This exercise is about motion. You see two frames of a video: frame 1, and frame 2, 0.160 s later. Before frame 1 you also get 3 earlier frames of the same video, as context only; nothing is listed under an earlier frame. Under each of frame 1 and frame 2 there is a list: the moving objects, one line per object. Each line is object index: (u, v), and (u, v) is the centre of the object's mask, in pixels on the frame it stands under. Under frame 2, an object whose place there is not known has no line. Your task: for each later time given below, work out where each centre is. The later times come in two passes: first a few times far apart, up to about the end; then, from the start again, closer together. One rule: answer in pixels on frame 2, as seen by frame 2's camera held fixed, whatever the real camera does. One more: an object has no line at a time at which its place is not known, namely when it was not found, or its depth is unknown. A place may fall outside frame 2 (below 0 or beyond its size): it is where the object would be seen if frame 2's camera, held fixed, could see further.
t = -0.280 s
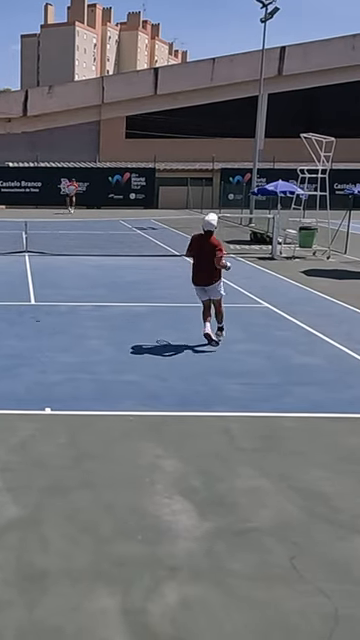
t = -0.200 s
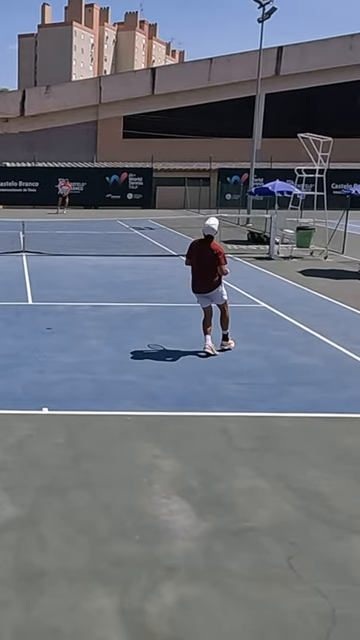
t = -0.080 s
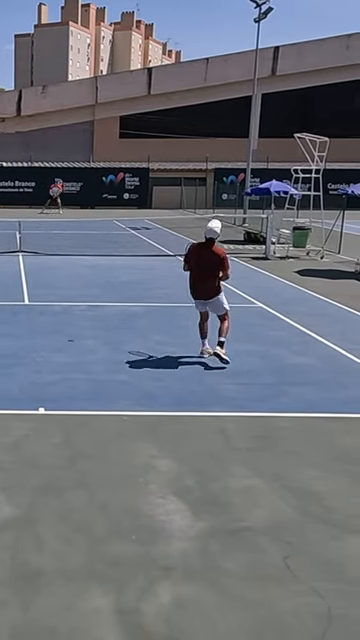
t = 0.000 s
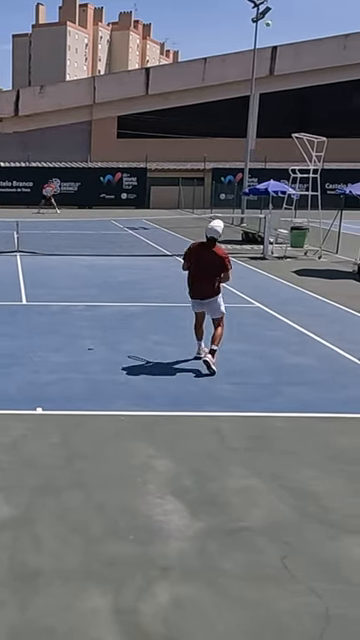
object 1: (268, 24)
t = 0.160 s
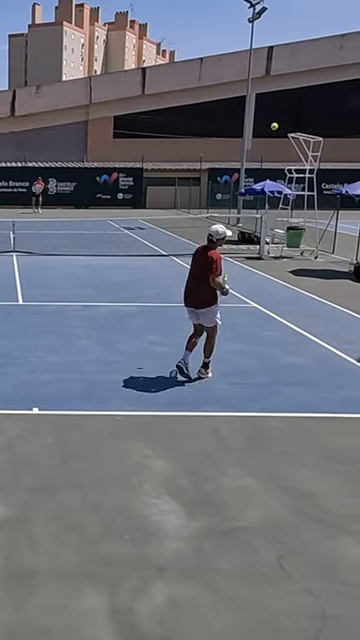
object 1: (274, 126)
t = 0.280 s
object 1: (282, 226)
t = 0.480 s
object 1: (294, 394)
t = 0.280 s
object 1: (282, 226)
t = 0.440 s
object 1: (292, 390)
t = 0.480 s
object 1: (294, 394)
